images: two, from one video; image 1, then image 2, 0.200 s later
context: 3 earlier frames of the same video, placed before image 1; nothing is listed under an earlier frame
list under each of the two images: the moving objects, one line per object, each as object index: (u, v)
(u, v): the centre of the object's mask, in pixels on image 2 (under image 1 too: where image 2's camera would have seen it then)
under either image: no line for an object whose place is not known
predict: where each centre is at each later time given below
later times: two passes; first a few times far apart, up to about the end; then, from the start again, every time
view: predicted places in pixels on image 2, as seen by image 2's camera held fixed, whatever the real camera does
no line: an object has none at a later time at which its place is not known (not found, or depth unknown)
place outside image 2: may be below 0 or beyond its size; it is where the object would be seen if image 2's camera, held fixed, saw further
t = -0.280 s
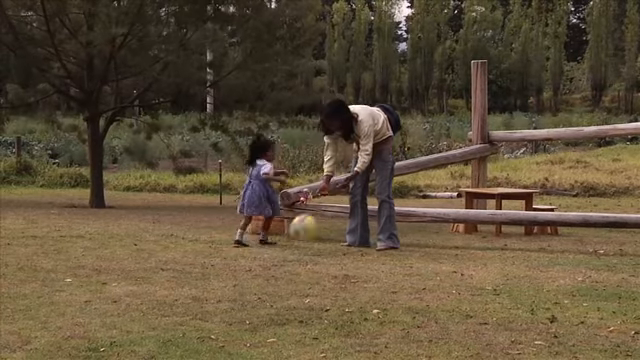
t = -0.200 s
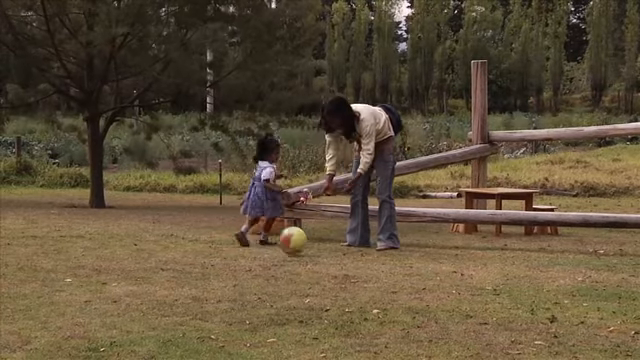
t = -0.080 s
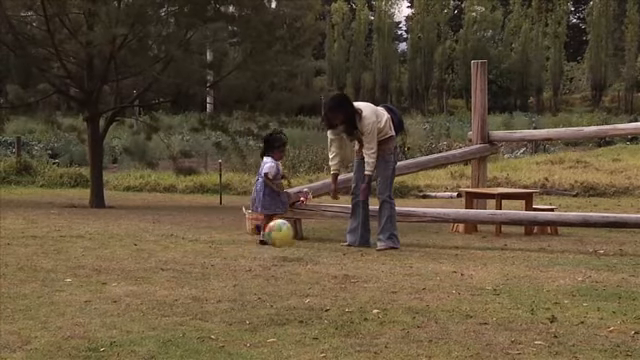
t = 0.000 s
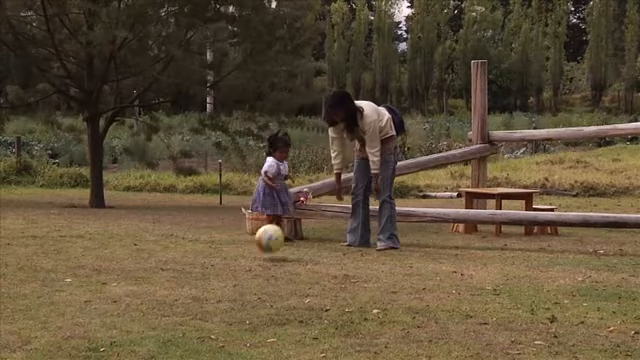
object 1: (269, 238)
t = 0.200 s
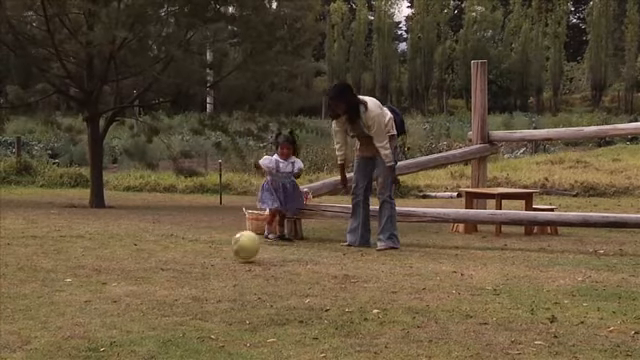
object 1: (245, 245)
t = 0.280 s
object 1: (236, 247)
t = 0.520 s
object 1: (210, 251)
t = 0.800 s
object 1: (191, 254)
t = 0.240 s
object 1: (240, 248)
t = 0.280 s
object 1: (236, 247)
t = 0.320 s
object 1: (231, 247)
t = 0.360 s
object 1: (226, 249)
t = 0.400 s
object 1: (222, 250)
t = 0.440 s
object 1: (218, 250)
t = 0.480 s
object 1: (214, 251)
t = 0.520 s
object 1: (210, 251)
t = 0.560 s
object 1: (207, 251)
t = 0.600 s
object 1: (204, 252)
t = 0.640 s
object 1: (202, 252)
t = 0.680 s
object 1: (199, 253)
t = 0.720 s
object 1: (196, 253)
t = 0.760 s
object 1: (194, 254)
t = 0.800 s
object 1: (191, 254)
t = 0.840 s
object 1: (190, 254)
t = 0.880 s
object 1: (188, 254)
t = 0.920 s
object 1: (187, 254)
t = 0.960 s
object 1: (185, 254)
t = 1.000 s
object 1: (184, 254)
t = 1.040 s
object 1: (184, 255)
